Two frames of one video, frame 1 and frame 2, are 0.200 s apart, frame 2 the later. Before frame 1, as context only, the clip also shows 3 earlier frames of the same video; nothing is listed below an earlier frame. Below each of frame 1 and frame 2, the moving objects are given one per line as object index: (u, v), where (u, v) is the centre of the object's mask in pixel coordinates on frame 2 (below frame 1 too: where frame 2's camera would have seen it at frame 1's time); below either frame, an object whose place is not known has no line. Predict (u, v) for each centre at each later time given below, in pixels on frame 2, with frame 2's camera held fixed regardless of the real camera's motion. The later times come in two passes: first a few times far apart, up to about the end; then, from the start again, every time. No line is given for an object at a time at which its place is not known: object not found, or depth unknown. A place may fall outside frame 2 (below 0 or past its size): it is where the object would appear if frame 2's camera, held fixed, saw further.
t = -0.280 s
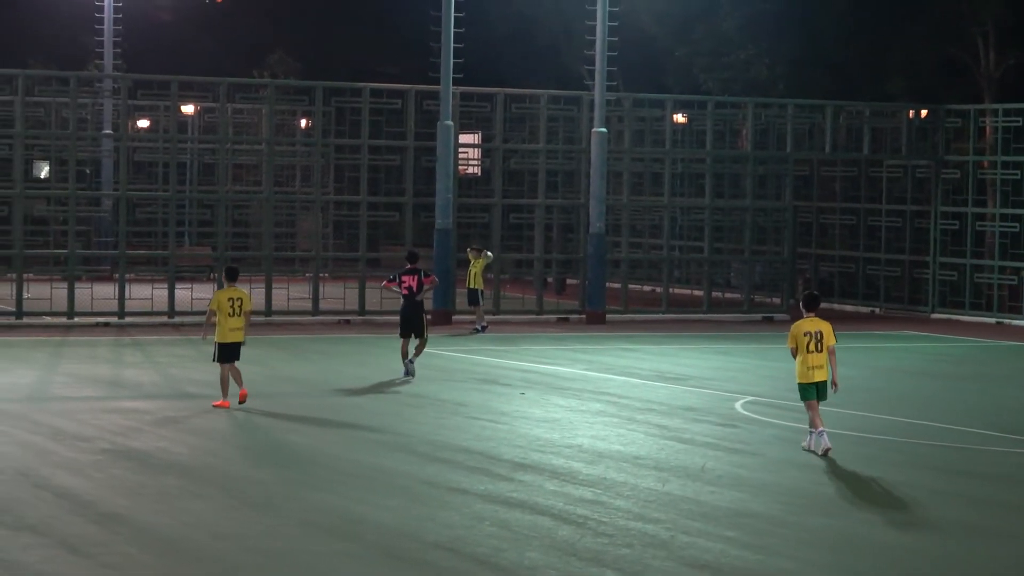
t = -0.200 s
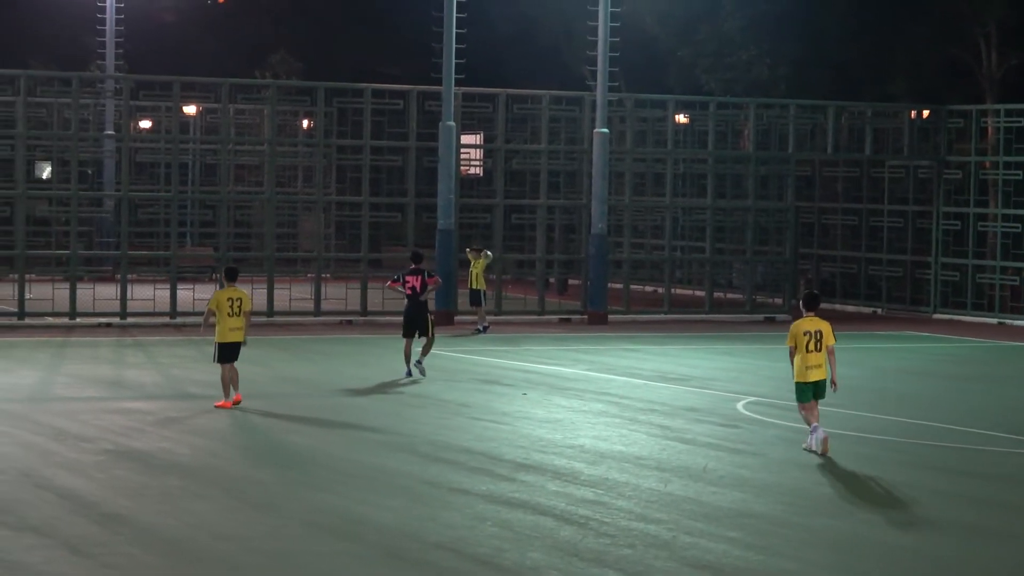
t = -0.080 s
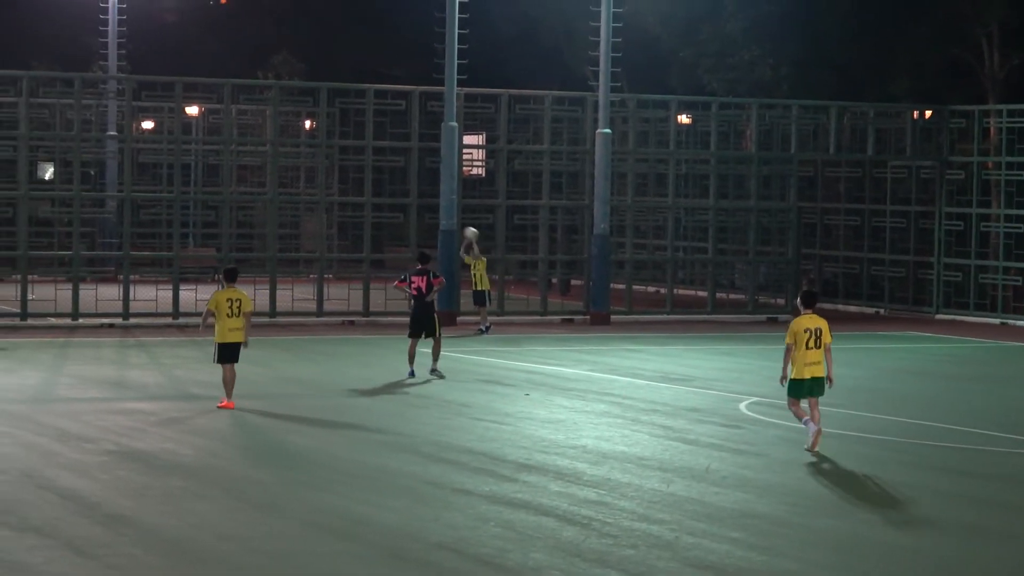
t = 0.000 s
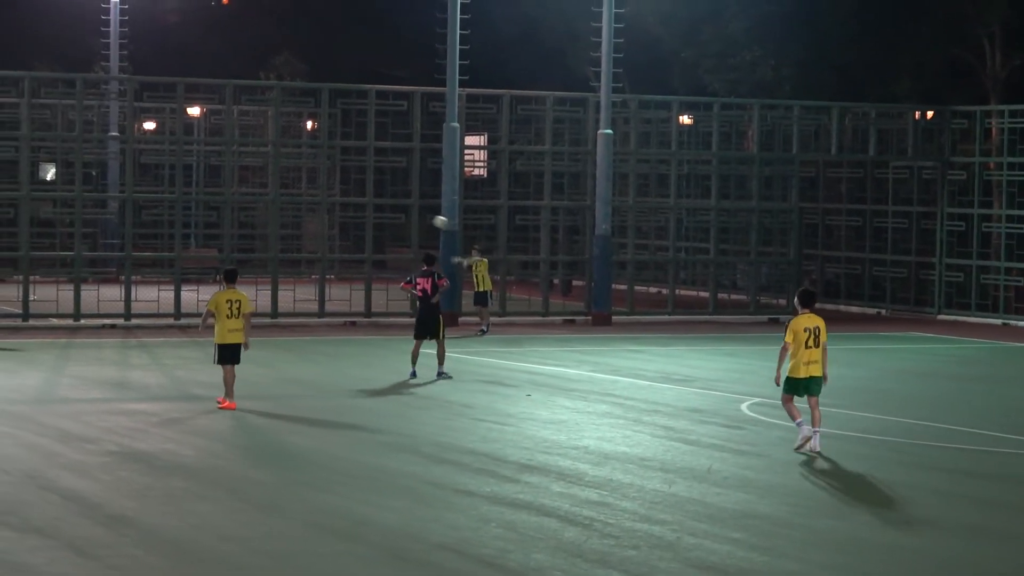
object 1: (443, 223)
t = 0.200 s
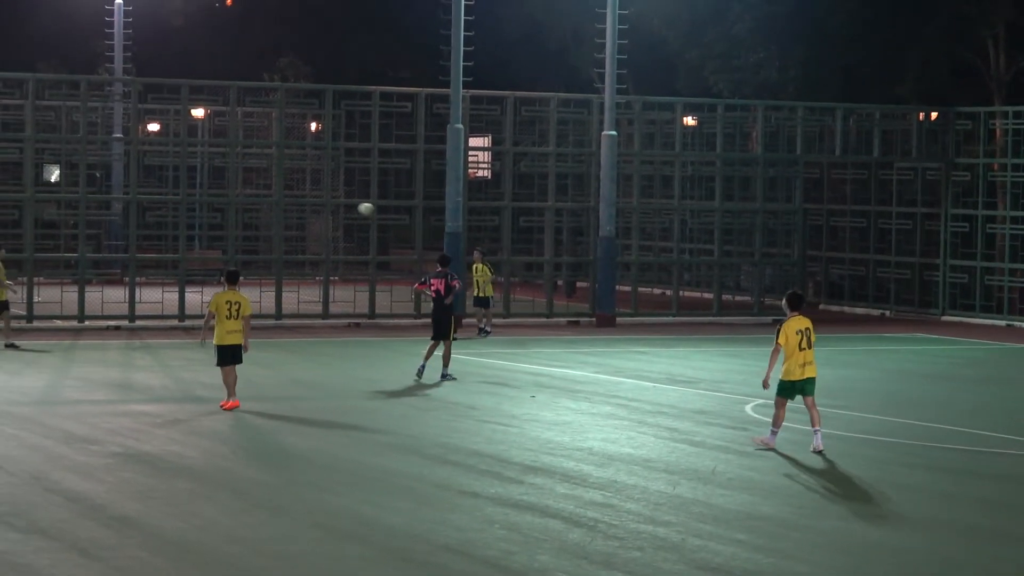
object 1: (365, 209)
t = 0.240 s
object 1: (352, 208)
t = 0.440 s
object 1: (275, 219)
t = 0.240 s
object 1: (352, 208)
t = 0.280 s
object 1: (333, 209)
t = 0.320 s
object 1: (320, 209)
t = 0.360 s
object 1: (307, 211)
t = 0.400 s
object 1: (288, 215)
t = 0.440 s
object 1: (275, 219)
